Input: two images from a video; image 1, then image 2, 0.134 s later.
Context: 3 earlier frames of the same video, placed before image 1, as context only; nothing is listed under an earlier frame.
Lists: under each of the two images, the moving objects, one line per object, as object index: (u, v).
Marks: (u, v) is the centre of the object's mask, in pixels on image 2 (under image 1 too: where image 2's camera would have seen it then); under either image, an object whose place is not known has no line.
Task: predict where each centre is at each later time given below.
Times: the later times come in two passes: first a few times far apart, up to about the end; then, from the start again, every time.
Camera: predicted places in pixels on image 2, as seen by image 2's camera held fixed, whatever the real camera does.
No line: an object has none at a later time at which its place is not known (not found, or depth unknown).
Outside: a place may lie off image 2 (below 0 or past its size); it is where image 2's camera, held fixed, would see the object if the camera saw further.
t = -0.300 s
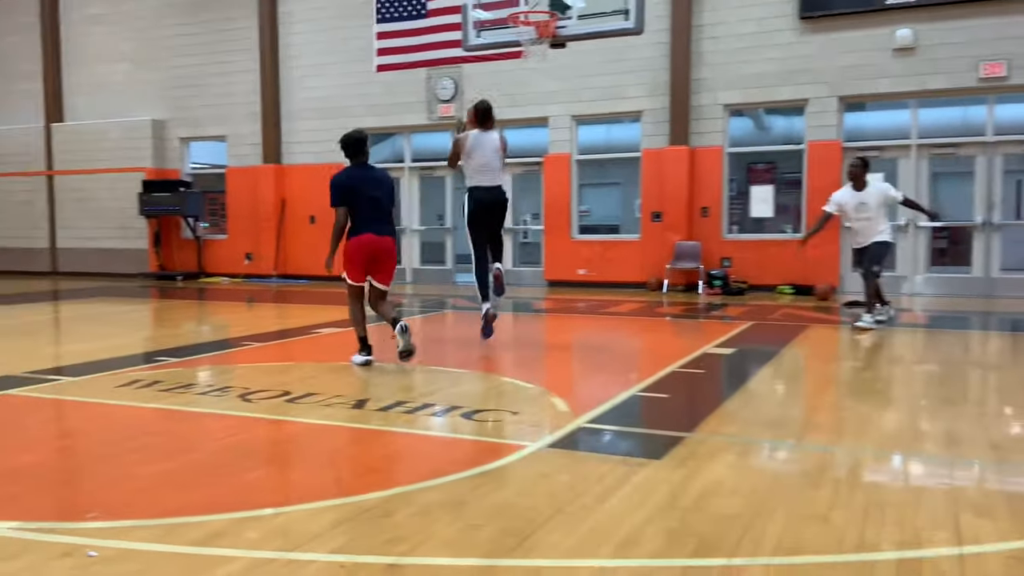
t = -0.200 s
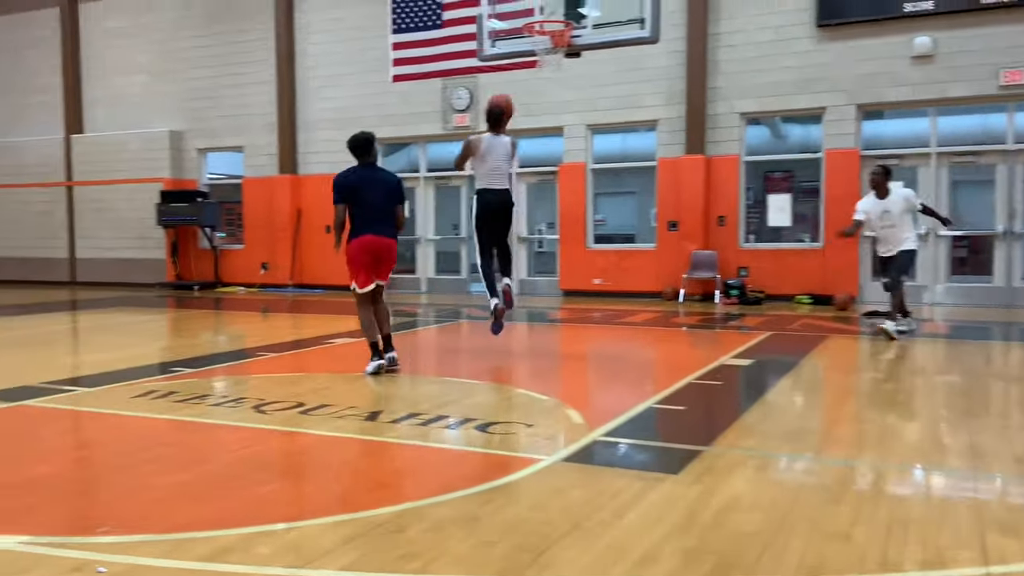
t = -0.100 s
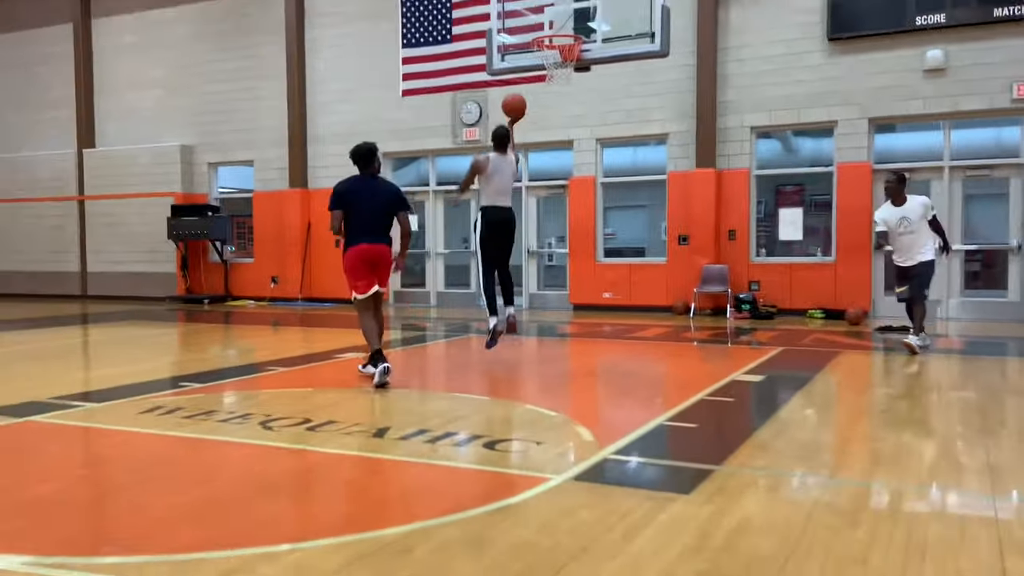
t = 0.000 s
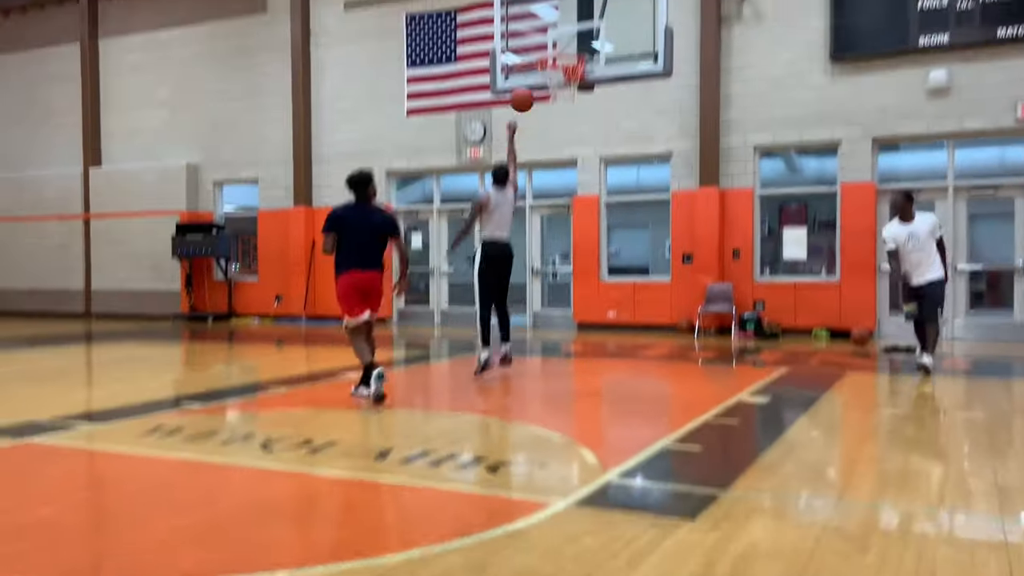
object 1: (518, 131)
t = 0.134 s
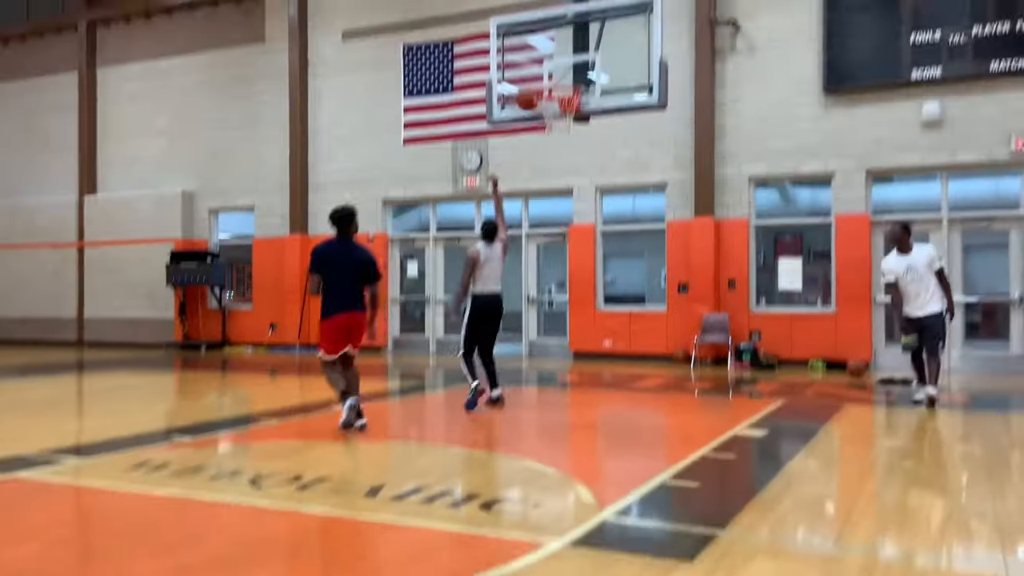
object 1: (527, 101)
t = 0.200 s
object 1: (533, 88)
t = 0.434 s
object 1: (554, 65)
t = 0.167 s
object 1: (530, 93)
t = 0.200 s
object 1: (533, 88)
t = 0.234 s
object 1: (535, 80)
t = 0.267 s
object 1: (539, 75)
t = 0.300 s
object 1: (542, 72)
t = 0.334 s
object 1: (545, 68)
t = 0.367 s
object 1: (547, 67)
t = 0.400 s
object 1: (551, 65)
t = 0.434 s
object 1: (554, 65)
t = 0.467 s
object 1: (557, 66)
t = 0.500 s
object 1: (561, 69)
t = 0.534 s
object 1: (563, 72)
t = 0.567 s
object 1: (567, 76)
